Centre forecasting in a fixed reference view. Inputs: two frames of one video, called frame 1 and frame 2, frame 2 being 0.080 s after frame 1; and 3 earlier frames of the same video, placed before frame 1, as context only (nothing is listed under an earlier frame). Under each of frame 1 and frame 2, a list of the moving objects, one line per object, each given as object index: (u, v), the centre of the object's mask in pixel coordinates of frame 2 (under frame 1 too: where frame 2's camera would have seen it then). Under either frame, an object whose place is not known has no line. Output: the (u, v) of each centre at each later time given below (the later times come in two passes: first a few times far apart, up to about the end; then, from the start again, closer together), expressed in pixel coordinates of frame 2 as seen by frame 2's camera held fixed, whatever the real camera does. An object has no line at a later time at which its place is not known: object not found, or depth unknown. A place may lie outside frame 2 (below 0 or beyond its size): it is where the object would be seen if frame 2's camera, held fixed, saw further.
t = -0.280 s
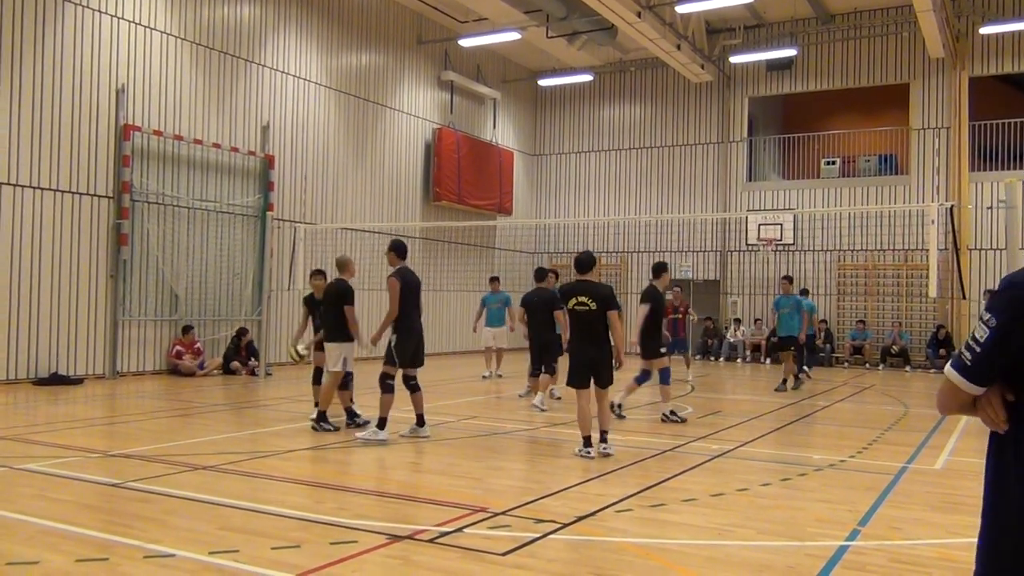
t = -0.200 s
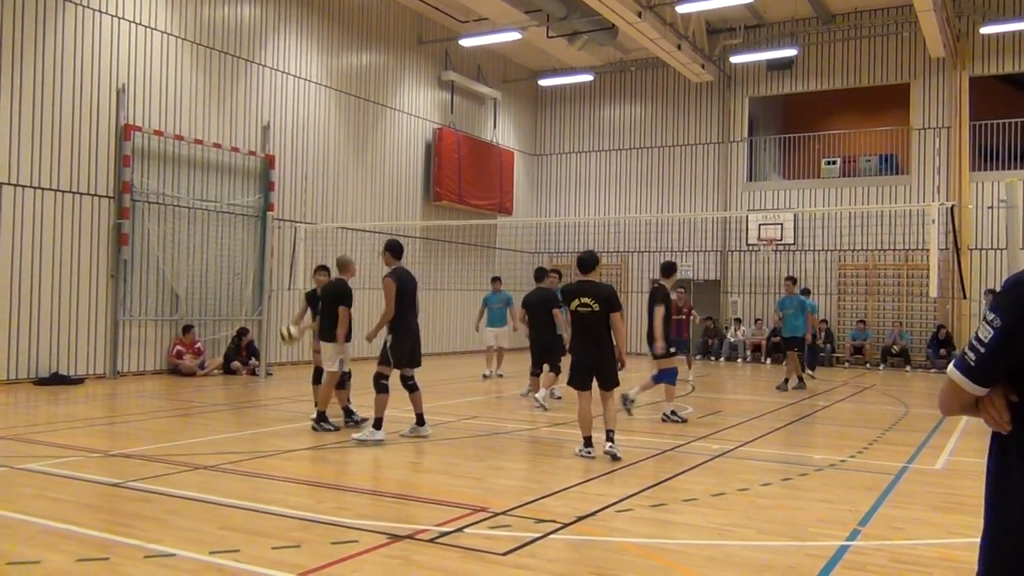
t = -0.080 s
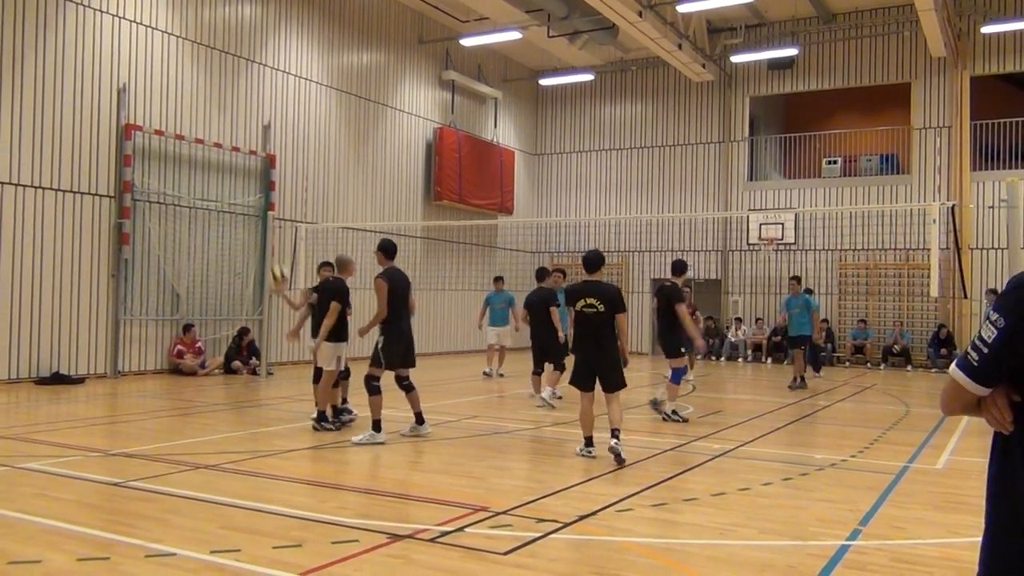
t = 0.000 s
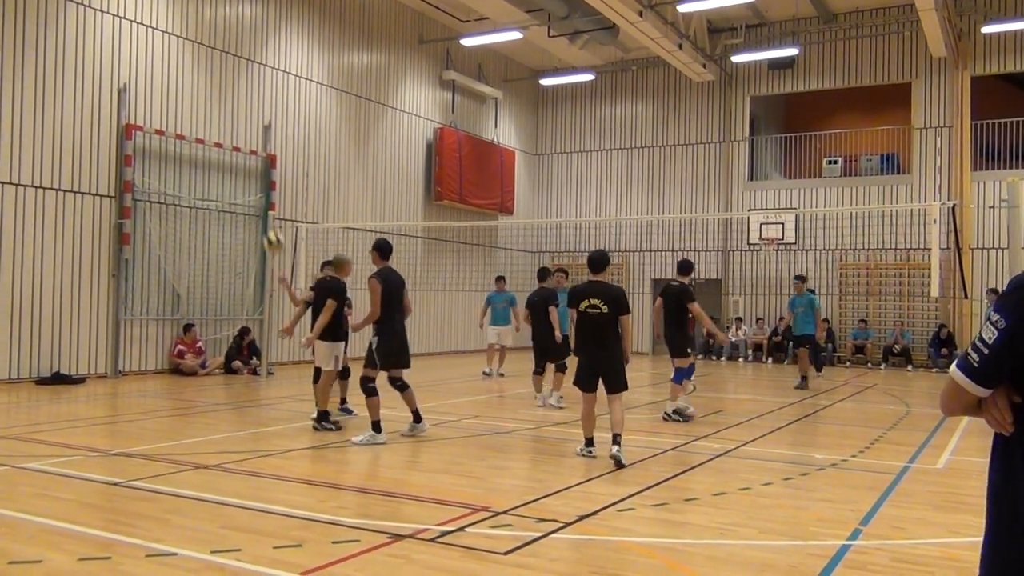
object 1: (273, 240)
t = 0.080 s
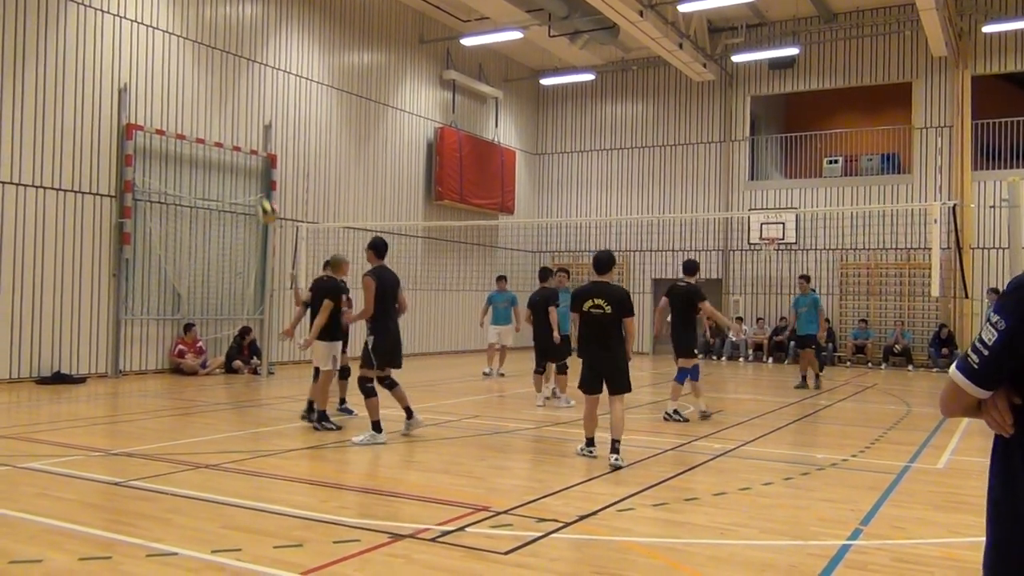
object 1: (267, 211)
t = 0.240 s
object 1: (253, 167)
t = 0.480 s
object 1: (227, 151)
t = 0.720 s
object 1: (194, 202)
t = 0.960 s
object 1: (157, 340)
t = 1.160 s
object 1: (128, 435)
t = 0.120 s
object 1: (265, 199)
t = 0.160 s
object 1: (261, 186)
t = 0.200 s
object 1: (258, 176)
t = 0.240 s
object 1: (253, 167)
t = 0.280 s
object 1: (249, 161)
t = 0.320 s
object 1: (244, 156)
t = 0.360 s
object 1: (240, 152)
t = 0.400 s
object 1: (236, 150)
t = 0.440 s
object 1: (231, 150)
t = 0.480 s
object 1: (227, 151)
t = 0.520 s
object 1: (221, 154)
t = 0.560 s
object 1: (216, 160)
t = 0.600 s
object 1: (211, 167)
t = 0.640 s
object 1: (206, 176)
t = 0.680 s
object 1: (201, 187)
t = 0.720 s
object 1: (194, 202)
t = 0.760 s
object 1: (188, 219)
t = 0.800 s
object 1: (183, 237)
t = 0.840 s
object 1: (175, 260)
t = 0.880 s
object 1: (171, 282)
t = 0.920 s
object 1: (163, 310)
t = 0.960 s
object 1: (157, 340)
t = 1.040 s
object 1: (143, 409)
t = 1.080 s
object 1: (136, 448)
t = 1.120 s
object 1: (130, 461)
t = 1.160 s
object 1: (128, 435)
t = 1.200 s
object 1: (126, 406)
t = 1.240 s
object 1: (124, 383)
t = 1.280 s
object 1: (122, 363)
